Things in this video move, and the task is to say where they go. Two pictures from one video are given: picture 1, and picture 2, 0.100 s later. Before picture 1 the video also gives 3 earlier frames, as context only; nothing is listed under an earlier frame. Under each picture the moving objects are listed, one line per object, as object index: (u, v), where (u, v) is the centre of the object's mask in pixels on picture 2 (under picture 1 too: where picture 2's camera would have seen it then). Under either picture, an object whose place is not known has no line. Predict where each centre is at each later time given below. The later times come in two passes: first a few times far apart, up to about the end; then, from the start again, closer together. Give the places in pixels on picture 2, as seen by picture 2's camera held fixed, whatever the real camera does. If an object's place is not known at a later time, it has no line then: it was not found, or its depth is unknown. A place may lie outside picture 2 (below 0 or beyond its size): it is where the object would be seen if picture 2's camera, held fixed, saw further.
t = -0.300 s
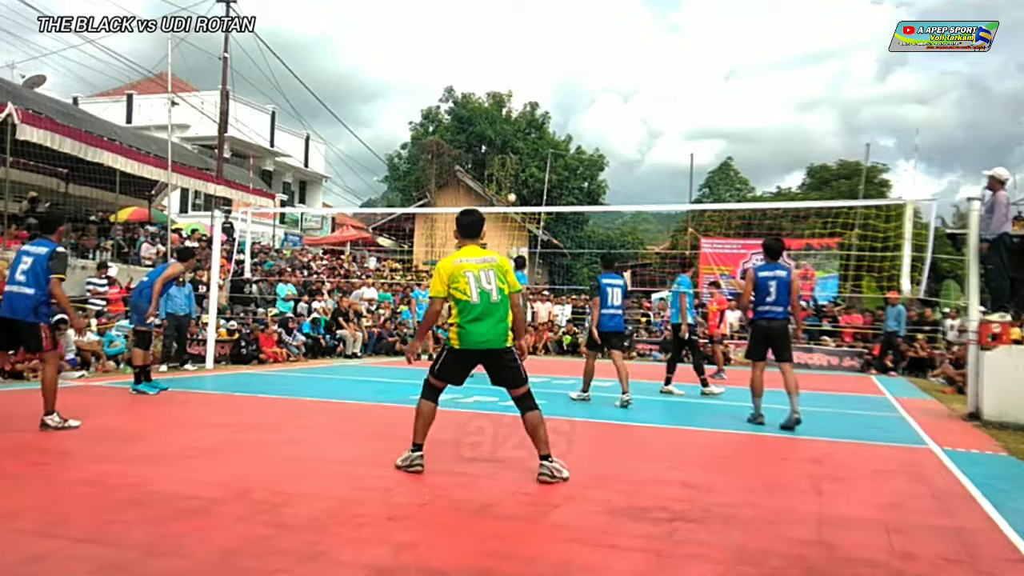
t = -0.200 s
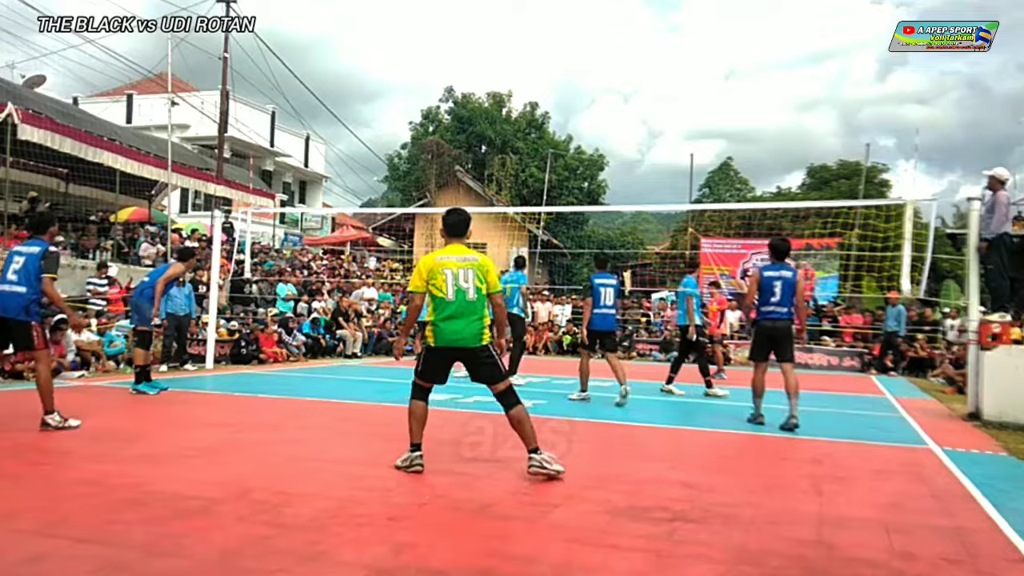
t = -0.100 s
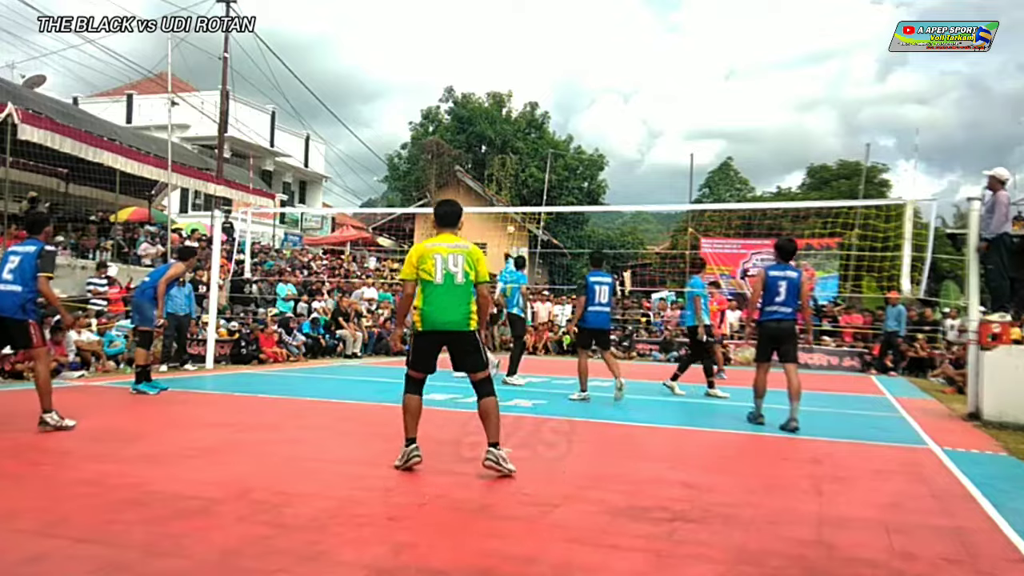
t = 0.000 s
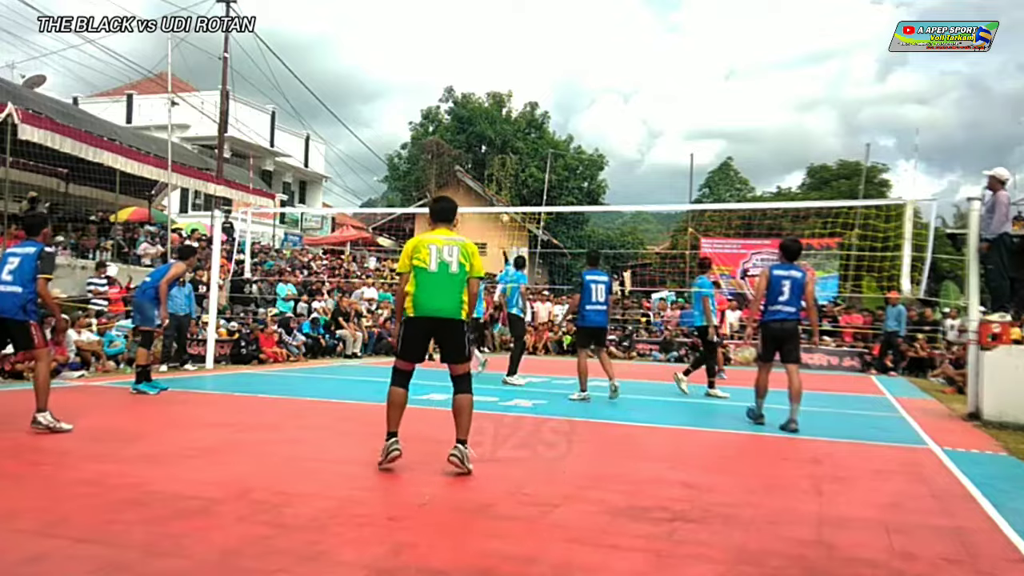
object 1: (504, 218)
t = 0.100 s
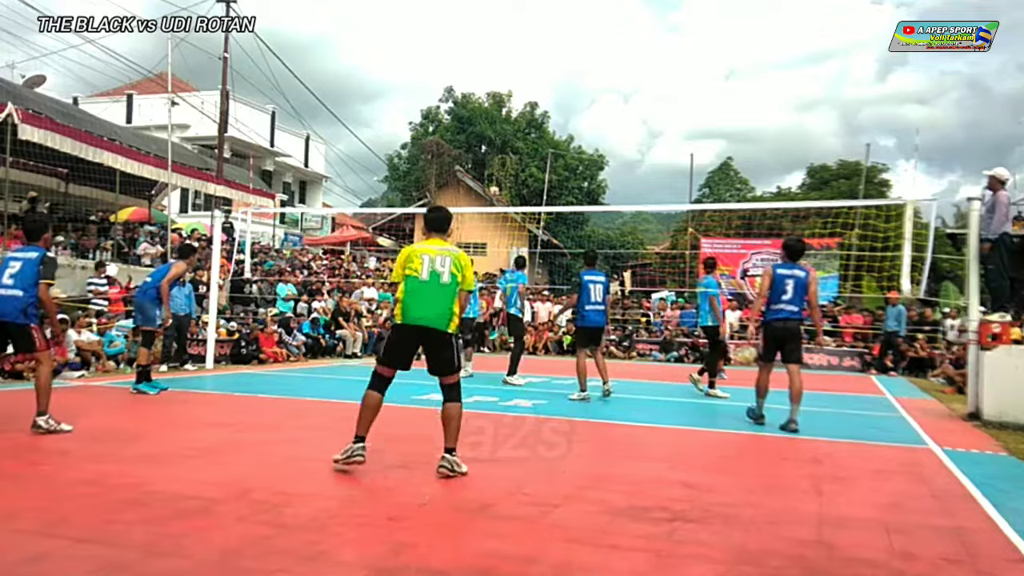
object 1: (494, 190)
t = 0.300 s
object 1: (473, 151)
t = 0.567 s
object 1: (436, 144)
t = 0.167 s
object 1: (487, 177)
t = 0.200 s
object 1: (483, 169)
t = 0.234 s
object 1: (480, 162)
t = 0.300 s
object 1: (473, 151)
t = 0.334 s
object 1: (469, 146)
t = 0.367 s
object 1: (466, 142)
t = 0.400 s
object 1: (461, 138)
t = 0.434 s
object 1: (457, 138)
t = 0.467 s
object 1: (452, 136)
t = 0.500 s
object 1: (447, 137)
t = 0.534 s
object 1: (442, 139)
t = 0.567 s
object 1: (436, 144)
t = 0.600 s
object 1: (429, 149)
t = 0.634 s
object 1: (422, 158)
